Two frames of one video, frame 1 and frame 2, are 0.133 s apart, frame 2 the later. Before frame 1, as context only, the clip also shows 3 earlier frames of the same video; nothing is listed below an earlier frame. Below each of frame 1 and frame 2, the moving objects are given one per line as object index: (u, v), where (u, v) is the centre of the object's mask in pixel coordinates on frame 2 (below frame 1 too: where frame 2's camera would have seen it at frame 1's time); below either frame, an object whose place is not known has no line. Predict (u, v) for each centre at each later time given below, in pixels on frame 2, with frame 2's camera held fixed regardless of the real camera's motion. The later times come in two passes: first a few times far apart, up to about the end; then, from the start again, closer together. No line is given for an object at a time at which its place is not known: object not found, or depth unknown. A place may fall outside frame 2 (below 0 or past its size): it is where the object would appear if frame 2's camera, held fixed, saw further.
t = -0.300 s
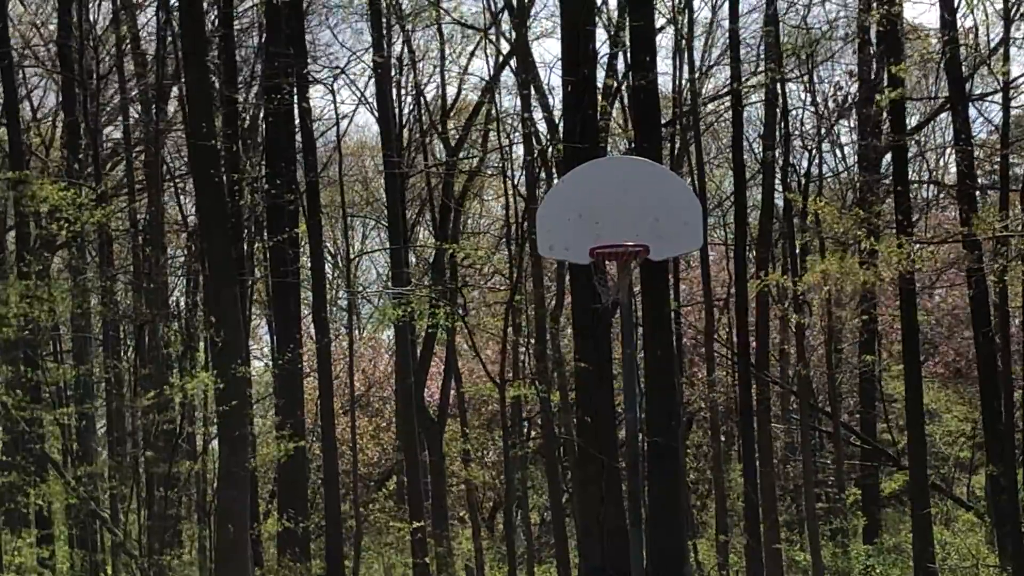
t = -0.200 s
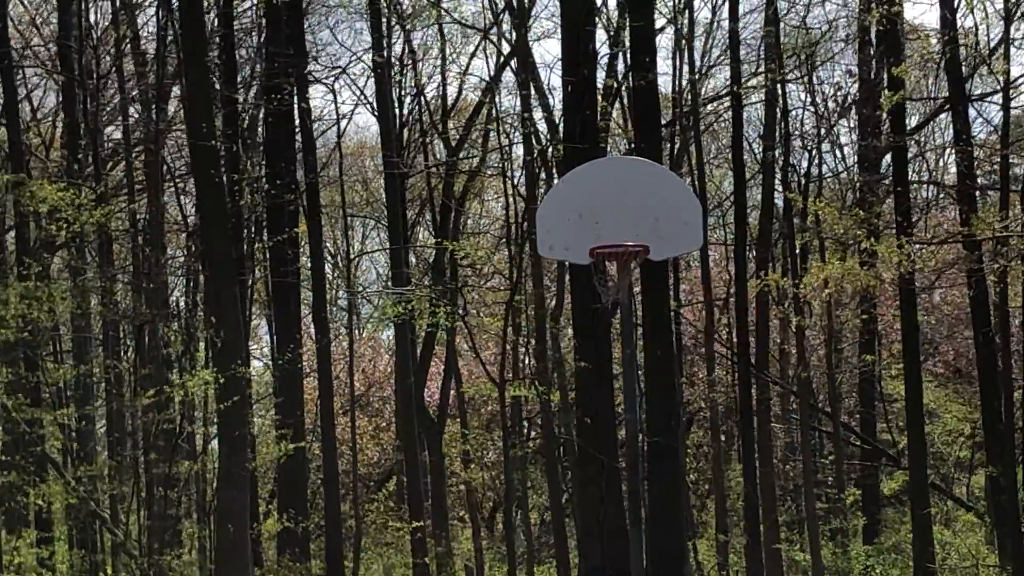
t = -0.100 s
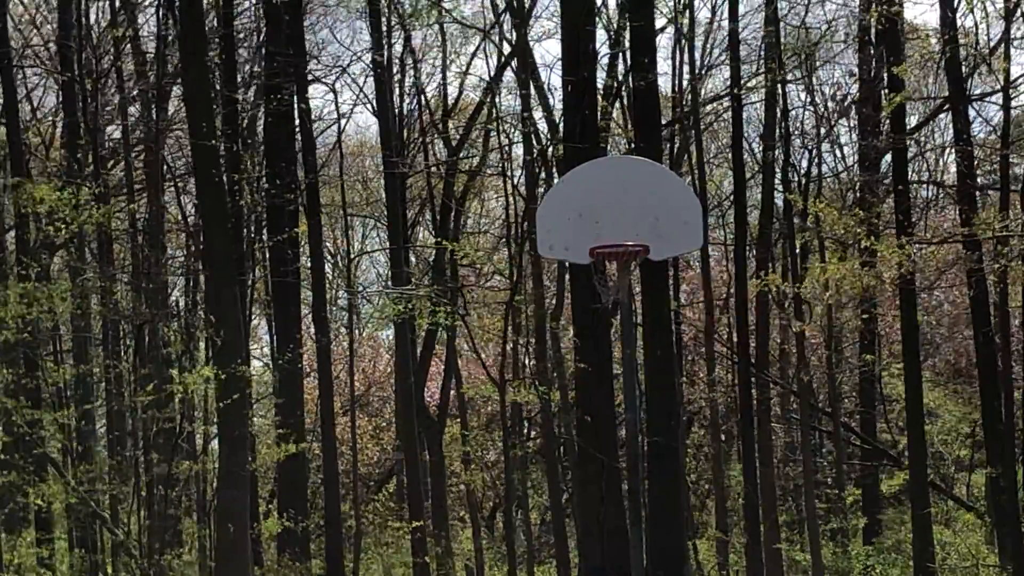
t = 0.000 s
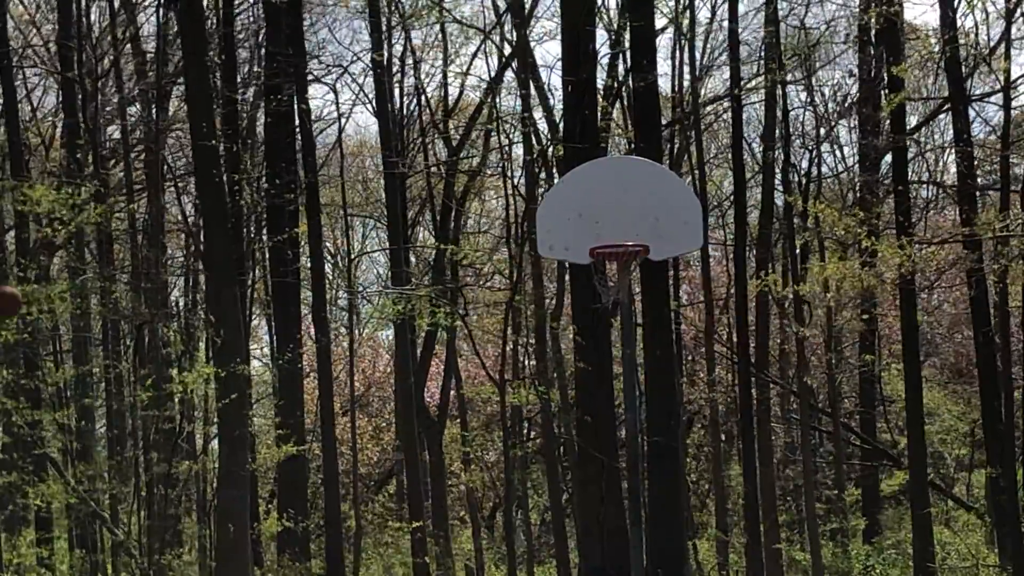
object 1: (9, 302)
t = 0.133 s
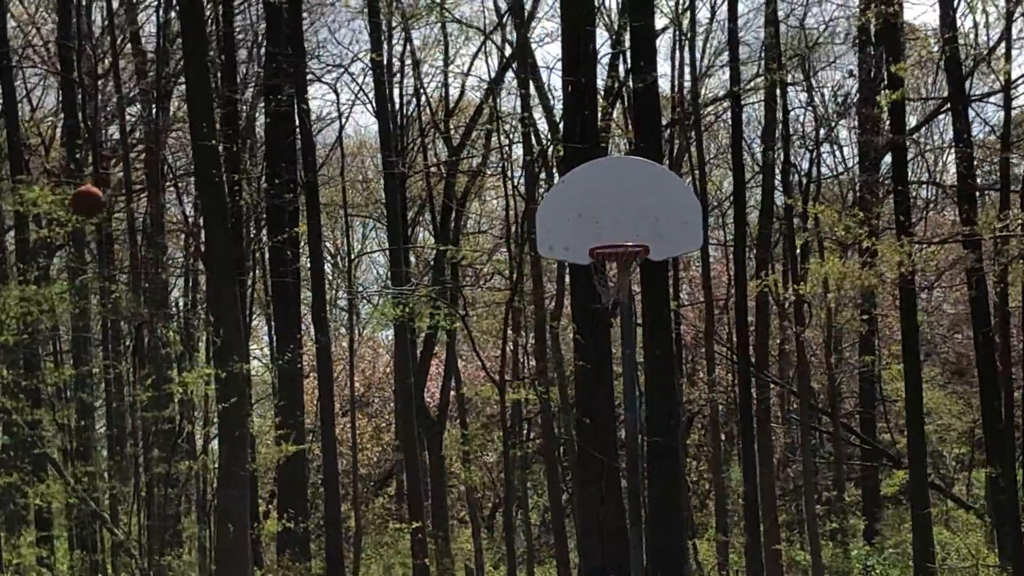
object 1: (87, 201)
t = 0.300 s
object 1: (184, 113)
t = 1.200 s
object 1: (636, 269)
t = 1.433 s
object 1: (641, 279)
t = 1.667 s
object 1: (609, 327)
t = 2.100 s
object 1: (566, 571)
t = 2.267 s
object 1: (545, 532)
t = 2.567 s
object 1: (504, 416)
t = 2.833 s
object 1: (466, 407)
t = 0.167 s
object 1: (108, 181)
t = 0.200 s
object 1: (127, 161)
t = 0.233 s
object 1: (147, 143)
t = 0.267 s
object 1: (166, 129)
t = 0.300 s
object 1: (184, 113)
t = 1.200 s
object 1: (636, 269)
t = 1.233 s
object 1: (641, 274)
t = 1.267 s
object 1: (645, 273)
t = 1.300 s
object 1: (645, 274)
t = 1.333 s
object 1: (645, 274)
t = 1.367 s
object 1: (644, 275)
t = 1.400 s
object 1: (642, 278)
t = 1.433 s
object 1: (641, 279)
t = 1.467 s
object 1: (636, 279)
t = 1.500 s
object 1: (629, 280)
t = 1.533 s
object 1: (627, 283)
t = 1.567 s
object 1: (621, 302)
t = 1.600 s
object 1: (617, 308)
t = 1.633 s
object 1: (613, 317)
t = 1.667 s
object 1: (609, 327)
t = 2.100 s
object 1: (566, 571)
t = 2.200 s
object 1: (554, 567)
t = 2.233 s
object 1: (549, 551)
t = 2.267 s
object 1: (545, 532)
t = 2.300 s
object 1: (541, 513)
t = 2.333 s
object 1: (536, 495)
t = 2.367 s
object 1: (531, 480)
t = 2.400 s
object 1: (526, 465)
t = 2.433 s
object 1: (522, 454)
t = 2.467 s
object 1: (516, 443)
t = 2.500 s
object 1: (511, 432)
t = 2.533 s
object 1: (508, 423)
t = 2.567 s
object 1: (504, 416)
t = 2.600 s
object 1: (501, 411)
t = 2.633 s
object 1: (492, 406)
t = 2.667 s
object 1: (488, 402)
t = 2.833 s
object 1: (466, 407)
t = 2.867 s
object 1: (462, 412)
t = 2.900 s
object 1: (457, 419)
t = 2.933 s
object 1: (453, 426)
